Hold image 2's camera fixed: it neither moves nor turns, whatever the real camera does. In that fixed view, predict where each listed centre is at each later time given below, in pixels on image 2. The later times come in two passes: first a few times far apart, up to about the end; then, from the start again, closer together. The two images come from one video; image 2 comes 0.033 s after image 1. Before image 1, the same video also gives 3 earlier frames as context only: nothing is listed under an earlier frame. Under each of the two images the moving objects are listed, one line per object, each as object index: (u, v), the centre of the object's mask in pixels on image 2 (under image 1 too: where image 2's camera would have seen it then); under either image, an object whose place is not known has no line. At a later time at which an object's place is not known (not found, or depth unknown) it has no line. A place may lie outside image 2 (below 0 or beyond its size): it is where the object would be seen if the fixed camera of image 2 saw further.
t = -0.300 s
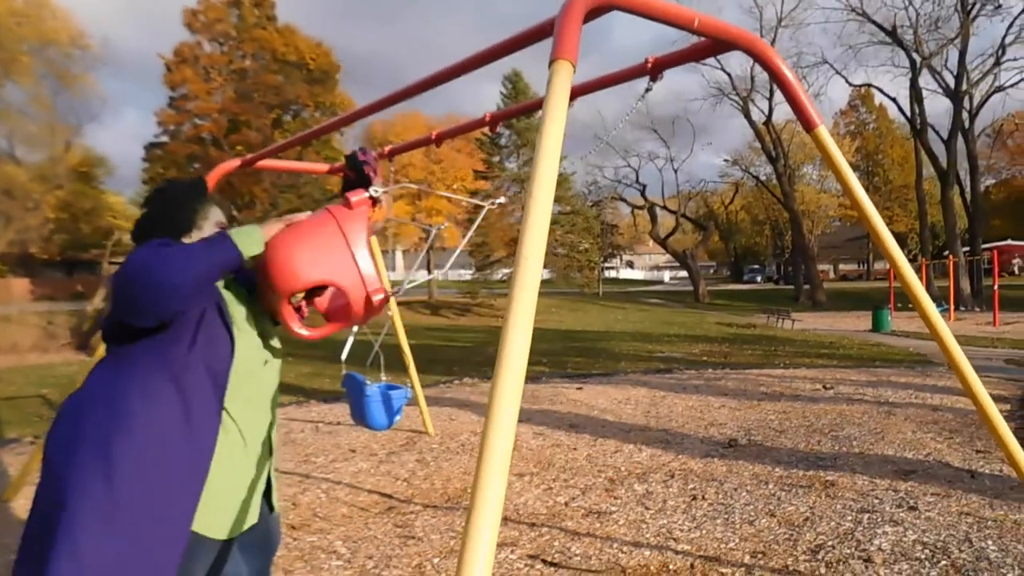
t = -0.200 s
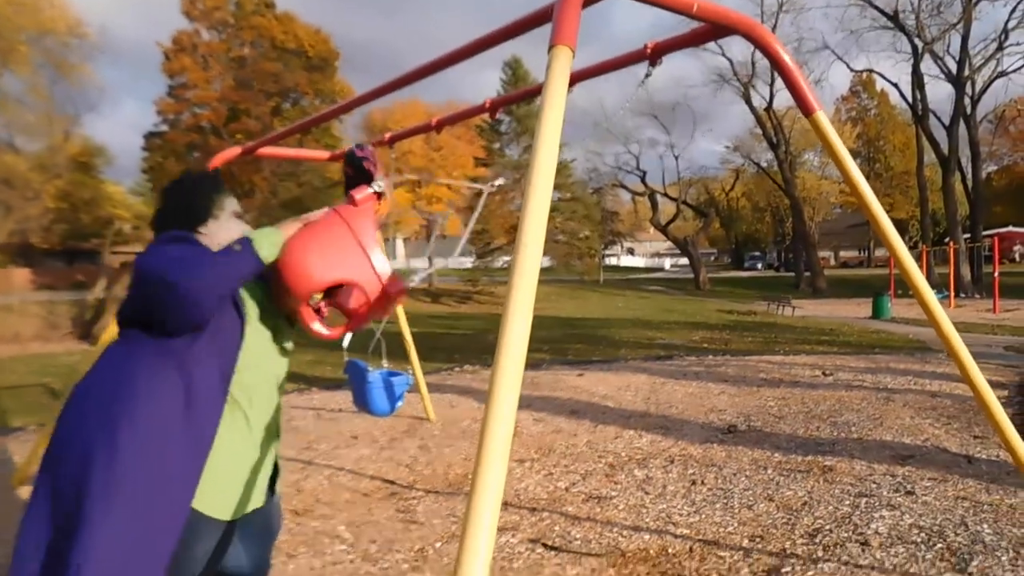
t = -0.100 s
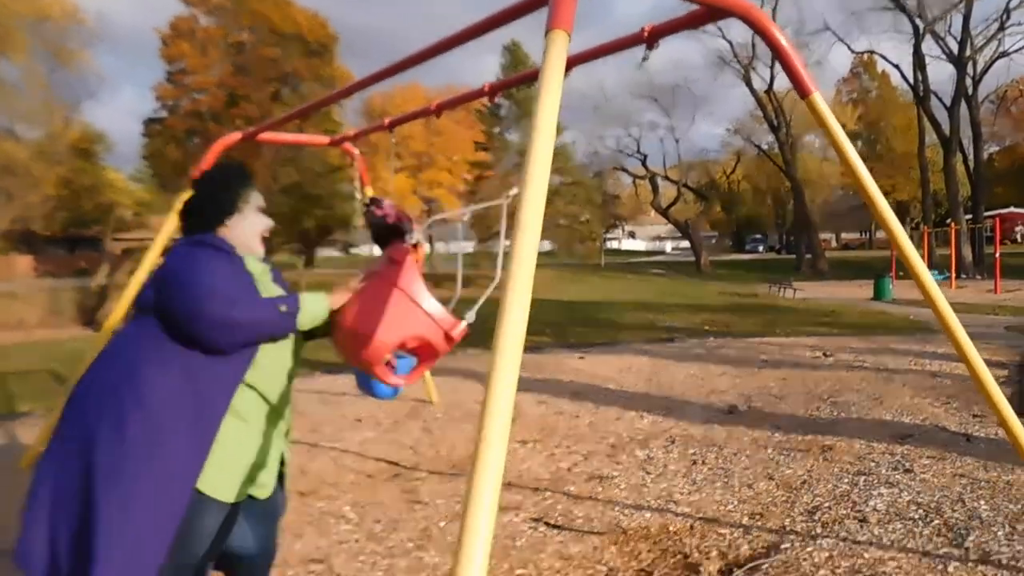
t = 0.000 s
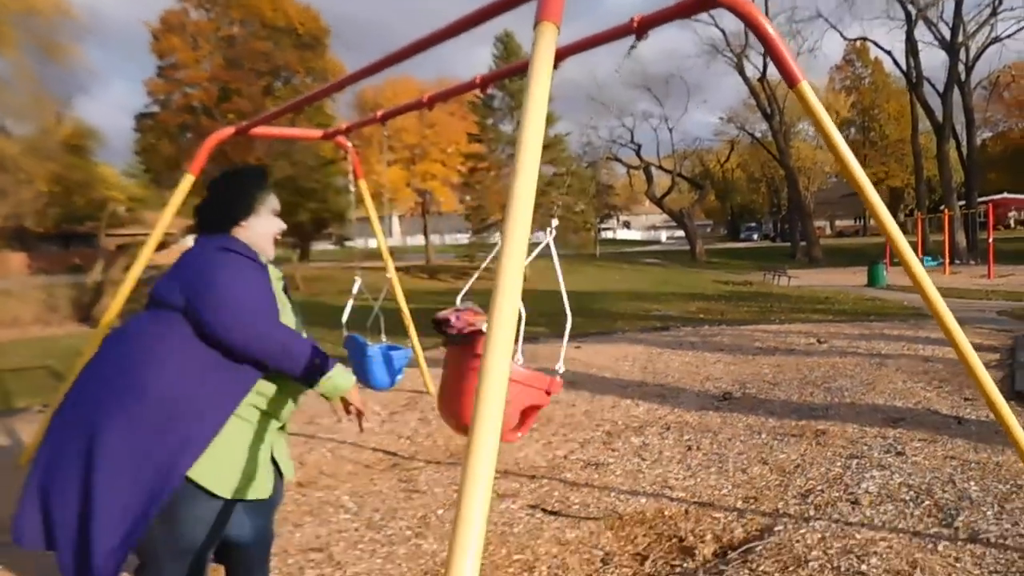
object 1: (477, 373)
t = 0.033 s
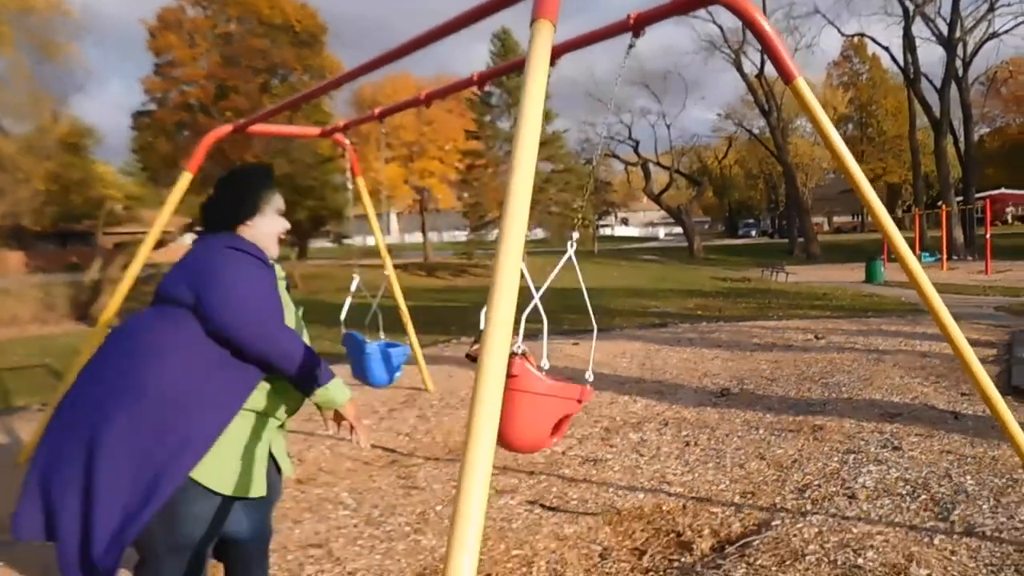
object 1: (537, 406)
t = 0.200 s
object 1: (661, 400)
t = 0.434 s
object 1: (742, 263)
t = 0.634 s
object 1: (746, 170)
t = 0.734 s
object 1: (742, 144)
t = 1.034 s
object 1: (708, 160)
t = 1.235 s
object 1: (682, 245)
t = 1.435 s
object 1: (633, 365)
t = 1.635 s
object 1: (555, 405)
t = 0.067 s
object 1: (554, 409)
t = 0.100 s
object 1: (584, 415)
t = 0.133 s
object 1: (613, 415)
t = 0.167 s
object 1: (638, 409)
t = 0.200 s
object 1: (661, 400)
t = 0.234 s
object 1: (680, 387)
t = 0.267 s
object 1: (698, 373)
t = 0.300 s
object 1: (712, 354)
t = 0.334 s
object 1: (725, 334)
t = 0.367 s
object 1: (733, 311)
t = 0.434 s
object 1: (742, 263)
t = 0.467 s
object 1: (746, 243)
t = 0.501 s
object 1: (747, 223)
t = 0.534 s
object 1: (745, 209)
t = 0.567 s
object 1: (746, 195)
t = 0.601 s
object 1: (747, 181)
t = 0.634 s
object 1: (746, 170)
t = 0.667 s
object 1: (743, 160)
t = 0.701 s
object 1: (743, 151)
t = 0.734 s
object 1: (742, 144)
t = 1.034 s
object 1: (708, 160)
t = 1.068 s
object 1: (701, 171)
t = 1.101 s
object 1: (696, 184)
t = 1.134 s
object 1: (692, 196)
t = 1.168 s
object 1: (685, 212)
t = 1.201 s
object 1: (687, 229)
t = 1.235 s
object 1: (682, 245)
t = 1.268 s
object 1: (676, 266)
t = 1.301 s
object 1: (672, 291)
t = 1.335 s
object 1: (664, 317)
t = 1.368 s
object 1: (655, 336)
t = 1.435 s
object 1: (633, 365)
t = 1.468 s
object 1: (617, 374)
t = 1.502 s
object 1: (604, 386)
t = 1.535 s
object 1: (590, 396)
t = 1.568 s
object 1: (577, 403)
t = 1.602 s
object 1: (563, 405)
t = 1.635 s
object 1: (555, 405)
